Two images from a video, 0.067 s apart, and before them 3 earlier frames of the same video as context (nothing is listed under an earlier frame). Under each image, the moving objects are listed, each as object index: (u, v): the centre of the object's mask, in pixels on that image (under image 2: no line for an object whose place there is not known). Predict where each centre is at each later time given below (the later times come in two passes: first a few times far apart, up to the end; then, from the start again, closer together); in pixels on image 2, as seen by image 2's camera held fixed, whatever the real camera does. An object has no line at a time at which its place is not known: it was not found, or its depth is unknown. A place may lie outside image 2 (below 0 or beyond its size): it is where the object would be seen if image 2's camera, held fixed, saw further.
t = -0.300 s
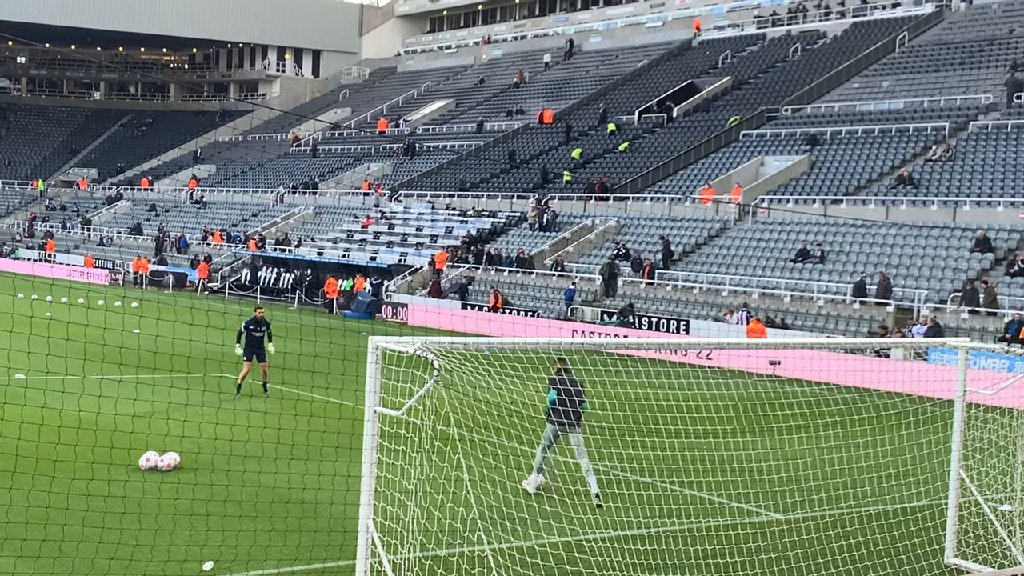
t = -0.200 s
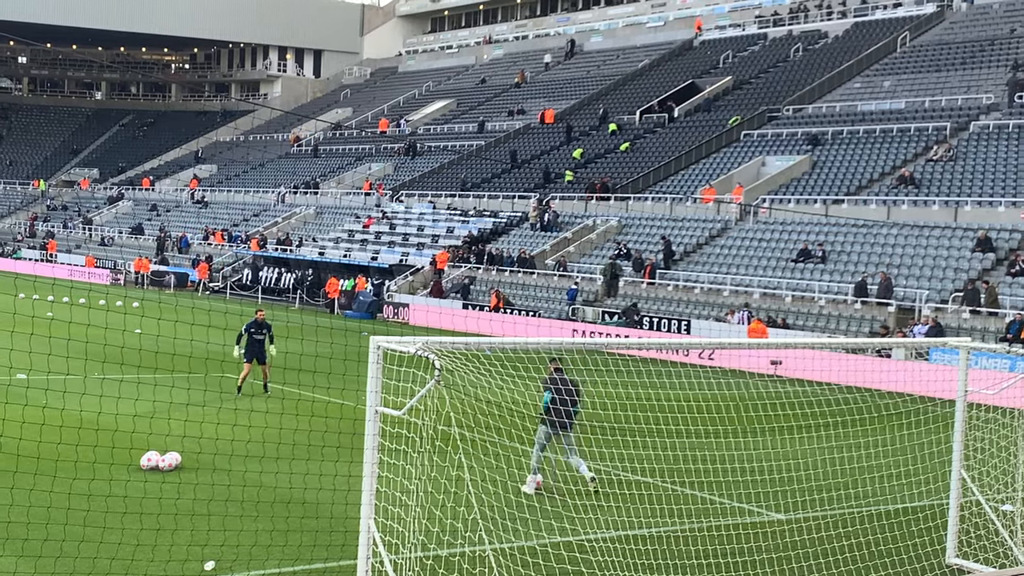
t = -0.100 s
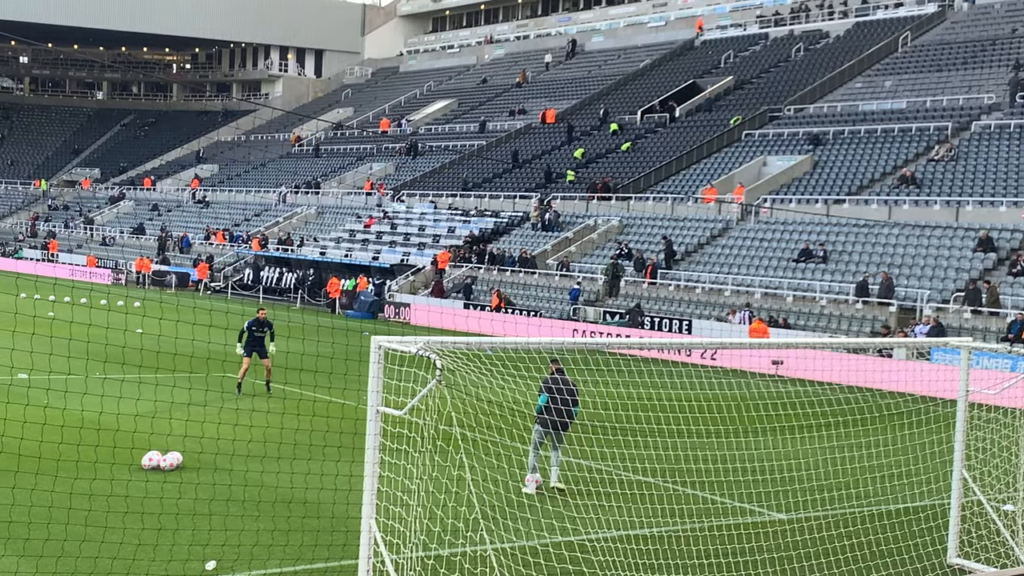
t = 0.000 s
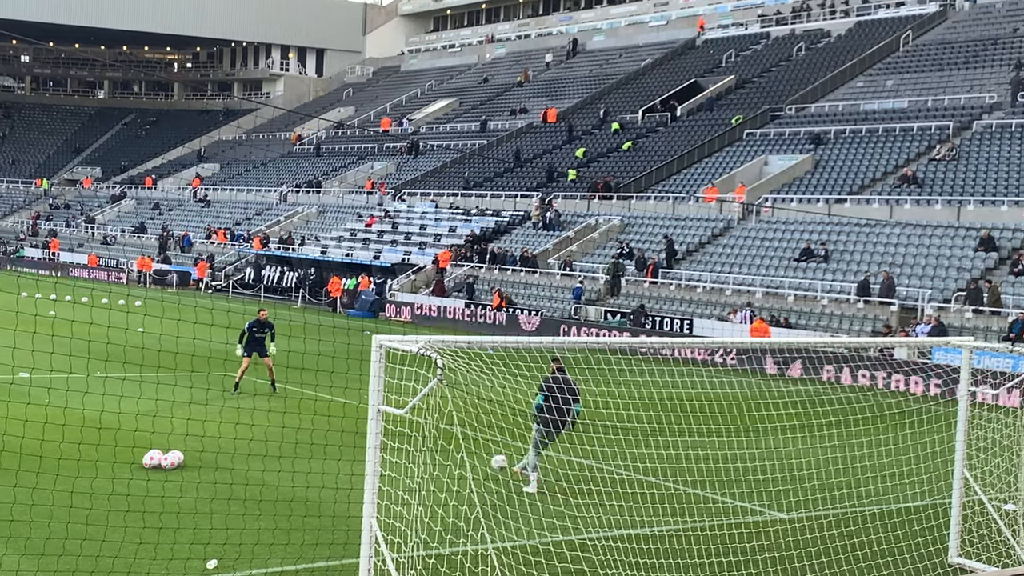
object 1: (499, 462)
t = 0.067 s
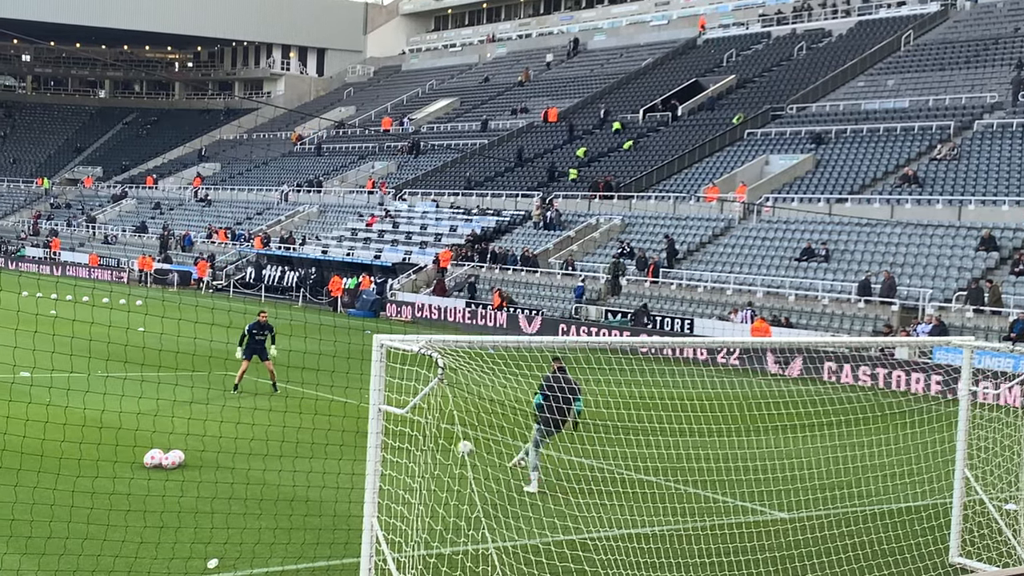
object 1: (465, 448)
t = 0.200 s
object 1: (401, 434)
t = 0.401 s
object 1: (326, 409)
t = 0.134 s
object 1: (432, 438)
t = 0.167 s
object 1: (416, 435)
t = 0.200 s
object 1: (401, 434)
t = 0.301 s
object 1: (361, 420)
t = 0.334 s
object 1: (349, 416)
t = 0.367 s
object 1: (337, 412)
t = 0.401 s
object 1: (326, 409)
